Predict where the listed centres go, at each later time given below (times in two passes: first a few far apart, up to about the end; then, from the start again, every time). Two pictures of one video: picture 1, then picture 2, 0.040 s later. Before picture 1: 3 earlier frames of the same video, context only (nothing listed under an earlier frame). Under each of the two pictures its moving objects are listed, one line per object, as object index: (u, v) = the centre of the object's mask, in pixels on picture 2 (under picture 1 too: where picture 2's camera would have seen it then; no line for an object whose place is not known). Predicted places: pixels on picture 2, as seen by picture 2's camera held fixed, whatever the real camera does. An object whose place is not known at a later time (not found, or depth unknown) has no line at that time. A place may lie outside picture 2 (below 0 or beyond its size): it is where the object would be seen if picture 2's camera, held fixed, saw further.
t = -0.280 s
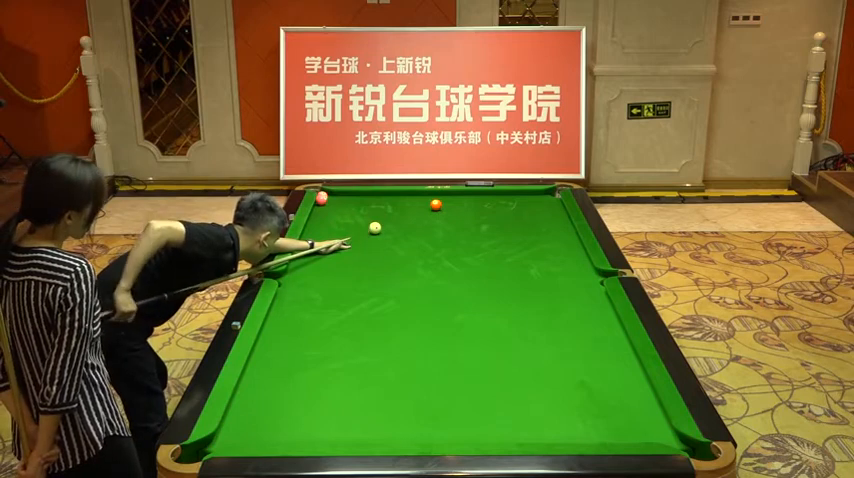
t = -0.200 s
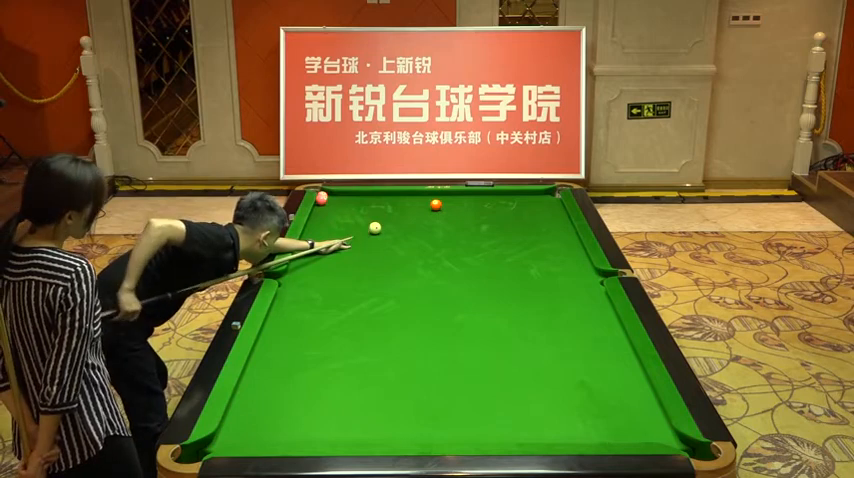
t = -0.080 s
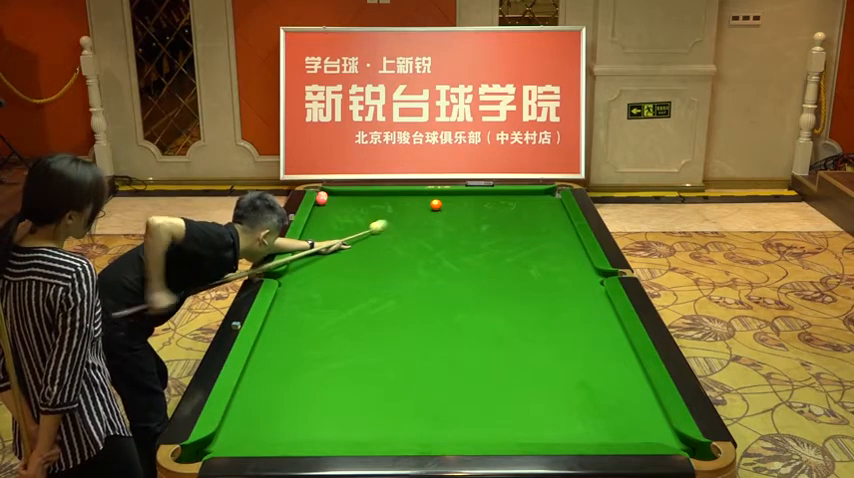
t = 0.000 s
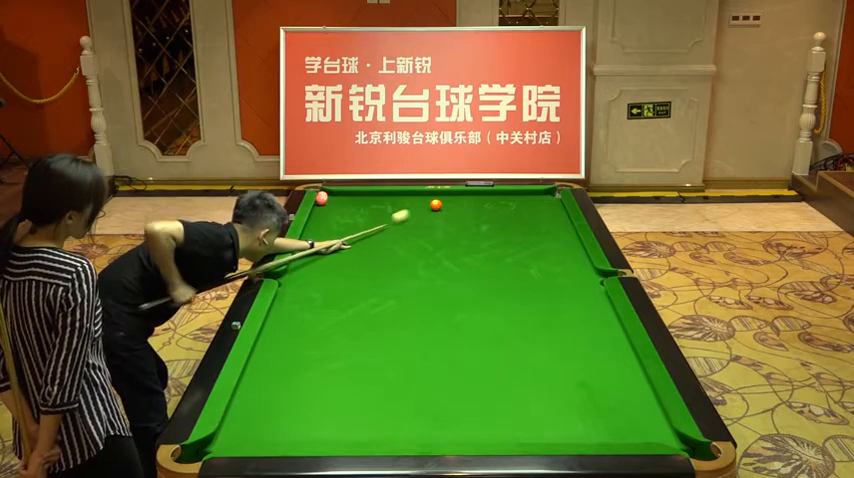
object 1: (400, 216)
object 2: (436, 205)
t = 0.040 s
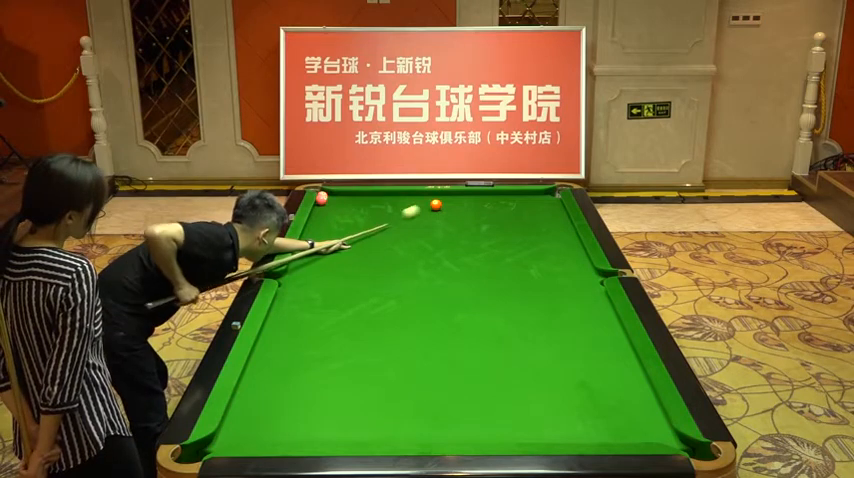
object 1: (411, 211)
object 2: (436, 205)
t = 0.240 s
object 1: (418, 199)
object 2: (469, 200)
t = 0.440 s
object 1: (411, 193)
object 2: (505, 196)
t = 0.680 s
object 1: (399, 201)
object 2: (546, 191)
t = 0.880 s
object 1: (389, 207)
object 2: (549, 192)
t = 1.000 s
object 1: (383, 211)
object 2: (550, 194)
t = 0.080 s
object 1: (420, 207)
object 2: (436, 205)
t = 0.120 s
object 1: (424, 204)
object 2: (440, 204)
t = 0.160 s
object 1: (422, 202)
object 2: (451, 203)
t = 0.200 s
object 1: (420, 200)
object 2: (460, 201)
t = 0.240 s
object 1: (418, 199)
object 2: (469, 200)
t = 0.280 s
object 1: (417, 197)
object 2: (476, 199)
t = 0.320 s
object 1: (415, 195)
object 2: (483, 199)
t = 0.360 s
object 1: (414, 194)
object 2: (491, 198)
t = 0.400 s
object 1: (413, 192)
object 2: (498, 197)
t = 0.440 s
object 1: (411, 193)
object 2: (505, 196)
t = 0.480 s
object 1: (409, 195)
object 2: (512, 195)
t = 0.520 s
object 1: (407, 196)
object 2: (519, 194)
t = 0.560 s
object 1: (405, 197)
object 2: (526, 193)
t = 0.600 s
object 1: (402, 199)
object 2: (533, 192)
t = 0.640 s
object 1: (401, 200)
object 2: (540, 191)
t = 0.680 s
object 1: (399, 201)
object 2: (546, 191)
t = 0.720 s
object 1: (397, 202)
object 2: (552, 192)
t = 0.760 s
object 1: (394, 203)
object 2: (553, 192)
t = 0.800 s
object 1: (393, 205)
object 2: (550, 191)
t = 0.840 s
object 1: (391, 206)
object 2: (549, 191)
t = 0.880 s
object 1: (389, 207)
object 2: (549, 192)
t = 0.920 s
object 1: (387, 208)
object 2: (549, 193)
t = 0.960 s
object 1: (385, 209)
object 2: (550, 194)
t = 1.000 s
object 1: (383, 211)
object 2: (550, 194)
